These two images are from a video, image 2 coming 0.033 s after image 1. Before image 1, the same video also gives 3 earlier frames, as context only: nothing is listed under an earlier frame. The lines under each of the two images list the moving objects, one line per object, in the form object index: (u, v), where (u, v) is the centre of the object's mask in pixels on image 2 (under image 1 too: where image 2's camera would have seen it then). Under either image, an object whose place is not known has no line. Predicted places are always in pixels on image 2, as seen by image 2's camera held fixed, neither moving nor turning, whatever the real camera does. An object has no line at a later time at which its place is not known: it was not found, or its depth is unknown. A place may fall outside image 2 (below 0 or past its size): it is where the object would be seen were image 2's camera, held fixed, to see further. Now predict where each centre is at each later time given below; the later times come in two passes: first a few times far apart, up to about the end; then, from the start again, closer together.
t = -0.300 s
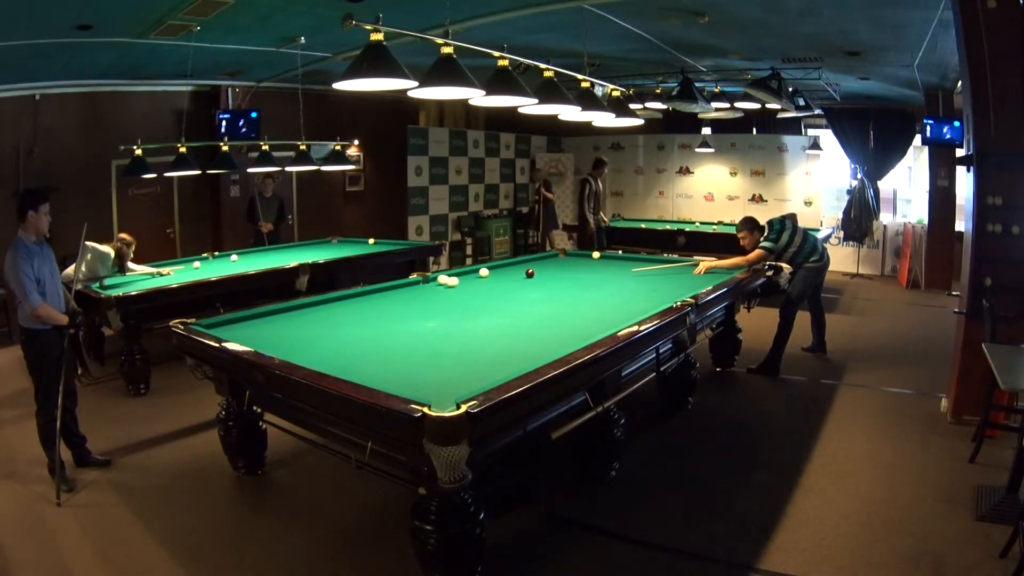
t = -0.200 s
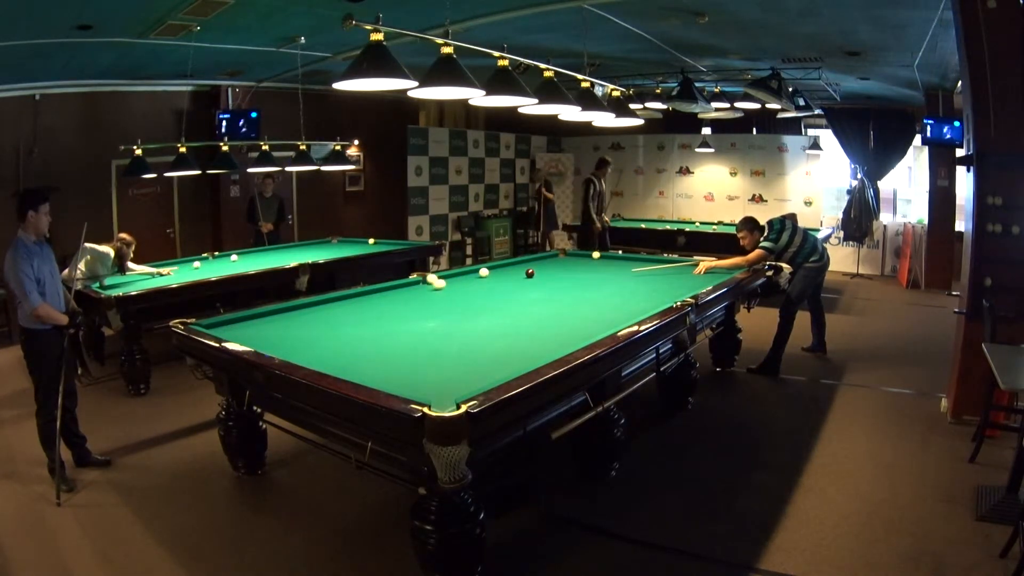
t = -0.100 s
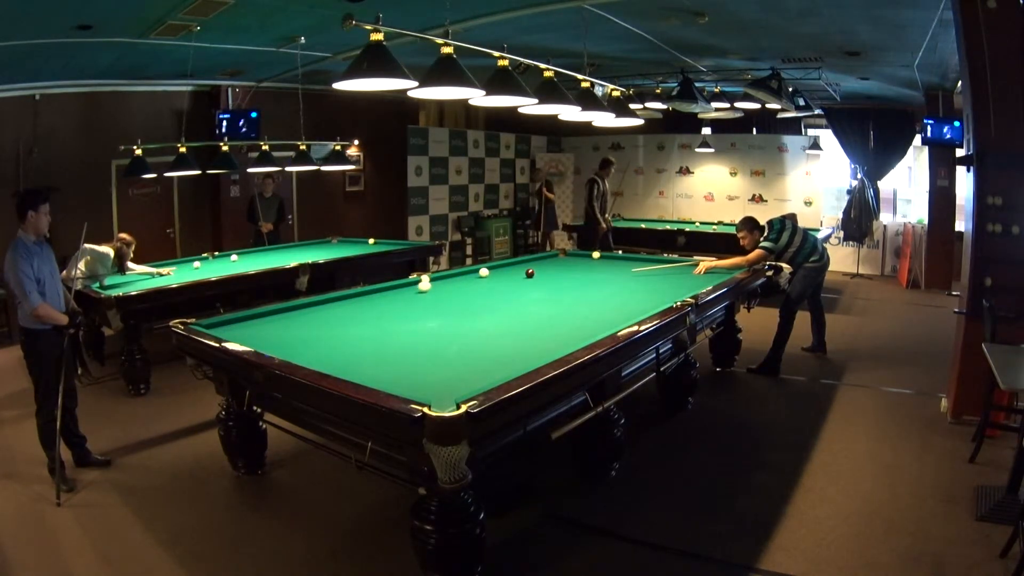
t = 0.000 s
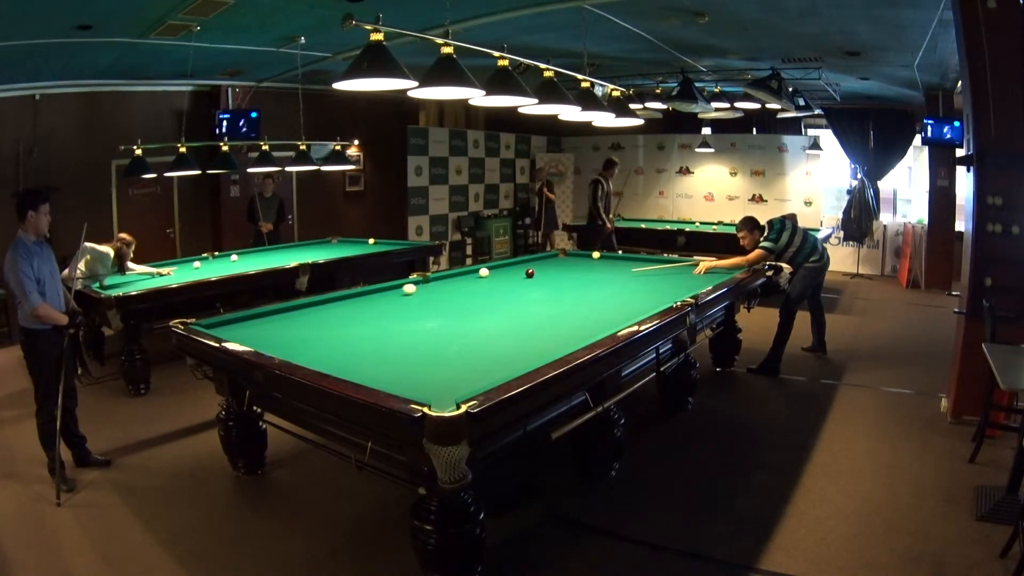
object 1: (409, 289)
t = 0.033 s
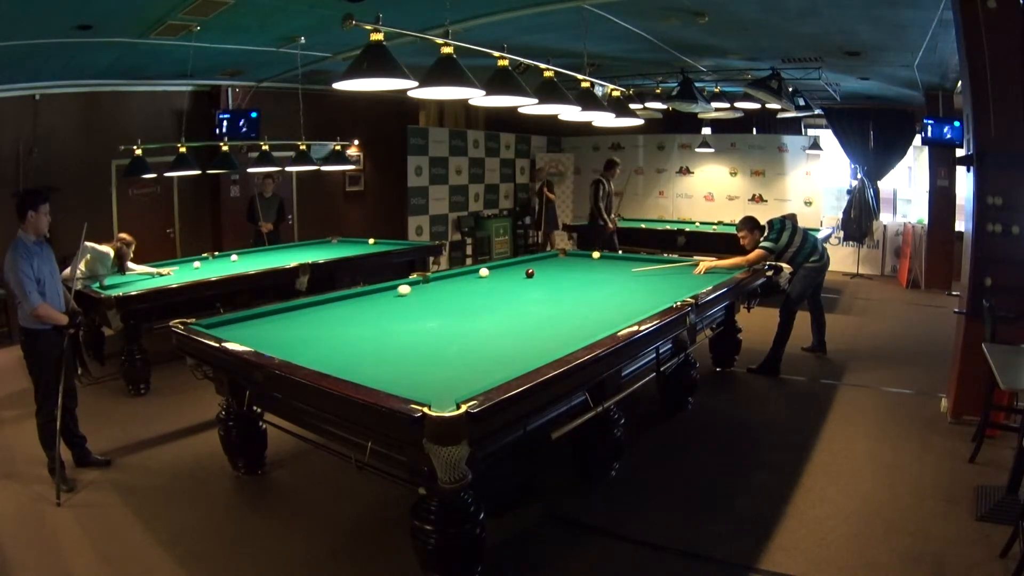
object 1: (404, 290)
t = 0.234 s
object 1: (372, 295)
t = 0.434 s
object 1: (339, 301)
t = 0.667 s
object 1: (299, 308)
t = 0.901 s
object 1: (257, 315)
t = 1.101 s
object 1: (226, 322)
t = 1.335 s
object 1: (214, 325)
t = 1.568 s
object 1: (237, 322)
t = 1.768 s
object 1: (256, 319)
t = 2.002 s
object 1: (276, 315)
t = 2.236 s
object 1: (296, 312)
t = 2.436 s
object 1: (313, 309)
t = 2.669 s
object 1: (330, 306)
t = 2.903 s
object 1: (347, 304)
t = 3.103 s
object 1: (360, 301)
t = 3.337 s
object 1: (375, 299)
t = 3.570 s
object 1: (389, 297)
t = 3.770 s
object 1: (400, 295)
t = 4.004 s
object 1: (413, 293)
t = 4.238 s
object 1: (424, 291)
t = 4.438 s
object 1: (433, 290)
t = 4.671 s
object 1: (443, 288)
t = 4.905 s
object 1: (453, 287)
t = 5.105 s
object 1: (461, 286)
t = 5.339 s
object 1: (468, 284)
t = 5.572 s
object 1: (476, 283)
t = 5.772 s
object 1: (482, 283)
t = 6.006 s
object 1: (489, 281)
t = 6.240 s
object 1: (494, 281)
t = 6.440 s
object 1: (499, 280)
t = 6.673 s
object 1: (504, 279)
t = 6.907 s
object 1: (508, 279)
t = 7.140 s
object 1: (512, 278)
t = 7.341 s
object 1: (515, 278)
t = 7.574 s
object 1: (518, 277)
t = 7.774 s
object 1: (520, 277)
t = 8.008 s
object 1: (522, 277)
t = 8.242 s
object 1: (523, 277)
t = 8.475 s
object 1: (524, 276)
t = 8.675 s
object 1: (525, 276)
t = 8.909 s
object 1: (526, 276)
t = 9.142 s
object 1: (526, 276)
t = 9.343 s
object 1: (526, 276)
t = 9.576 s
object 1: (526, 276)
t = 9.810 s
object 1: (526, 276)
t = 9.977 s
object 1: (526, 276)
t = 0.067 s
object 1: (399, 291)
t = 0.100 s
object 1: (393, 292)
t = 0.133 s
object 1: (388, 293)
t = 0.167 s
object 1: (383, 294)
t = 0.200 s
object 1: (378, 295)
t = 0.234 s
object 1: (372, 295)
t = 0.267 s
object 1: (367, 296)
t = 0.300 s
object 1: (361, 297)
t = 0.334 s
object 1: (356, 298)
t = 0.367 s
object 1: (350, 299)
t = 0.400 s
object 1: (345, 300)
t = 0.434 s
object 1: (339, 301)
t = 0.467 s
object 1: (333, 302)
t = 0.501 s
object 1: (328, 303)
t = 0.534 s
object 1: (322, 304)
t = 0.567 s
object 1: (316, 305)
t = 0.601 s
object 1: (311, 306)
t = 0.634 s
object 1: (305, 307)
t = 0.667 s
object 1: (299, 308)
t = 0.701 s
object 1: (293, 309)
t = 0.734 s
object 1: (287, 310)
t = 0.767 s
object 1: (281, 311)
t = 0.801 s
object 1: (275, 312)
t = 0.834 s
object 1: (269, 313)
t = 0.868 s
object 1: (263, 314)
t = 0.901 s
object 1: (257, 315)
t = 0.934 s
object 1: (251, 316)
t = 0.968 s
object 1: (245, 317)
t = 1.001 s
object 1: (241, 318)
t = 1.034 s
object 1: (236, 320)
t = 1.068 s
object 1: (231, 321)
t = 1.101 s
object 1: (226, 322)
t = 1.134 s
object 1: (221, 323)
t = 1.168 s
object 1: (217, 324)
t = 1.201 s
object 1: (212, 325)
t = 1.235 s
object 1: (207, 325)
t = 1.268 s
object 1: (207, 326)
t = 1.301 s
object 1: (211, 325)
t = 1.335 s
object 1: (214, 325)
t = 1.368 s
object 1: (218, 325)
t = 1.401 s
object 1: (221, 324)
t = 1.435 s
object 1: (224, 324)
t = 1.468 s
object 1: (227, 323)
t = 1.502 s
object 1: (231, 323)
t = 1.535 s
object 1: (234, 322)
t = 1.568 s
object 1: (237, 322)
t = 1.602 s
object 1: (240, 321)
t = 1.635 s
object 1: (243, 321)
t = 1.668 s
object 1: (246, 320)
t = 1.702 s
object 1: (249, 320)
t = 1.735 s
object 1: (253, 319)
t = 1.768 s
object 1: (256, 319)
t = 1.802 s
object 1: (259, 318)
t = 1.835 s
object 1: (262, 318)
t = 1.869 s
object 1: (265, 317)
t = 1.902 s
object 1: (268, 317)
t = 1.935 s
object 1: (271, 316)
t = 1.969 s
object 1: (273, 316)
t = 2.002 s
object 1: (276, 315)
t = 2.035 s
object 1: (280, 315)
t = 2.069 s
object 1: (282, 314)
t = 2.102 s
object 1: (285, 314)
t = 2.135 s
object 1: (288, 313)
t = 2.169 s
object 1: (291, 313)
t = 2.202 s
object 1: (294, 312)
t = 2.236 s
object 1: (296, 312)
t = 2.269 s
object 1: (299, 311)
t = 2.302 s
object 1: (302, 311)
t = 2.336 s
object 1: (304, 311)
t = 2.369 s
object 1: (307, 310)
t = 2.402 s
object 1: (310, 310)
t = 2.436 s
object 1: (313, 309)
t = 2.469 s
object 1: (315, 309)
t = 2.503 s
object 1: (317, 308)
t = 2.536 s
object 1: (320, 308)
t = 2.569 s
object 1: (323, 307)
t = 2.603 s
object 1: (325, 307)
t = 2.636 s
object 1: (328, 307)
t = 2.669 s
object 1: (330, 306)
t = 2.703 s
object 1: (332, 306)
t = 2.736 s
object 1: (335, 306)
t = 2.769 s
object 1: (337, 305)
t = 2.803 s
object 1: (340, 305)
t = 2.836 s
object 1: (342, 304)
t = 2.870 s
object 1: (344, 304)
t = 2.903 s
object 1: (347, 304)
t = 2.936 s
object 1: (349, 304)
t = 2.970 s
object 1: (351, 303)
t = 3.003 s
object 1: (354, 303)
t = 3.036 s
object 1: (356, 302)
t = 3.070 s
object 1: (358, 302)
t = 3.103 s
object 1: (360, 301)
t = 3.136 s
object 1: (362, 301)
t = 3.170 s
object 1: (365, 301)
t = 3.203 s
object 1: (367, 300)
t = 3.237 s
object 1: (369, 300)
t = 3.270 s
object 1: (371, 300)
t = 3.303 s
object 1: (373, 300)
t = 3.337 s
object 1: (375, 299)
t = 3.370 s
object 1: (377, 299)
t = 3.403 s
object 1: (379, 299)
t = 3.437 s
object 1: (381, 298)
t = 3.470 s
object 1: (383, 298)
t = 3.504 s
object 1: (385, 298)
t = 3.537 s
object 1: (387, 297)
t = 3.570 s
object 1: (389, 297)
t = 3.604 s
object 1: (391, 297)
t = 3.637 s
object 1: (393, 296)
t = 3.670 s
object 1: (395, 296)
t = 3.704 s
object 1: (397, 296)
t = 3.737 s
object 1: (399, 295)
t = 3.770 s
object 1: (400, 295)
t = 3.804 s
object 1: (402, 295)
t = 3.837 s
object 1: (404, 294)
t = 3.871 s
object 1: (406, 294)
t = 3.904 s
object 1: (408, 294)
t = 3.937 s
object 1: (409, 294)
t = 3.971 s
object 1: (411, 293)
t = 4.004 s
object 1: (413, 293)
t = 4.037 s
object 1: (414, 293)
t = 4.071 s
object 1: (416, 293)
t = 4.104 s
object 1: (418, 292)
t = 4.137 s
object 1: (419, 292)
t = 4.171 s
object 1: (421, 292)
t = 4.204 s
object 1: (423, 292)
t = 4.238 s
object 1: (424, 291)
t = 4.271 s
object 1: (426, 291)
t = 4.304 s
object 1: (427, 291)
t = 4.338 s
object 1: (429, 290)
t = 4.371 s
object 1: (430, 290)
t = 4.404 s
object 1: (432, 290)
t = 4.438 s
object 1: (433, 290)
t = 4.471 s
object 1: (435, 290)
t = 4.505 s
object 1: (436, 289)
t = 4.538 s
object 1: (437, 289)
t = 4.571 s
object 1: (439, 289)
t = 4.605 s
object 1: (441, 289)
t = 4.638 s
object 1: (442, 289)
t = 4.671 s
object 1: (443, 288)
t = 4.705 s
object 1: (445, 288)
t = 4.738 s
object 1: (446, 288)
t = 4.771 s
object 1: (448, 288)
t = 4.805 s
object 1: (449, 287)
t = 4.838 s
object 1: (450, 287)
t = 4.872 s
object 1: (452, 287)
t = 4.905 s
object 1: (453, 287)
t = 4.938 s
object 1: (454, 287)
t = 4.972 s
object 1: (455, 286)
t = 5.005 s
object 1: (456, 286)
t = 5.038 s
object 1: (458, 286)
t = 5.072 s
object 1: (459, 286)
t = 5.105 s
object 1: (461, 286)
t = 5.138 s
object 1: (462, 285)
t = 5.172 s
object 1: (463, 285)
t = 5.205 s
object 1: (464, 285)
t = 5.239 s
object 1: (465, 285)
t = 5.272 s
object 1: (466, 285)
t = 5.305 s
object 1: (467, 284)
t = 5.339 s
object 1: (468, 284)
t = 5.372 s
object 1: (470, 284)
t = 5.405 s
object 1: (471, 284)
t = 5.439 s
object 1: (472, 284)
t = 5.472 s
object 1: (473, 284)
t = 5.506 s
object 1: (474, 284)
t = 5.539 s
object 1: (475, 284)
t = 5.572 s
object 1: (476, 283)
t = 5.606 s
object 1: (477, 283)
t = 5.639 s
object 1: (478, 283)
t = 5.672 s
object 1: (479, 283)
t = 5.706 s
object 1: (480, 283)
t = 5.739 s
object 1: (481, 283)
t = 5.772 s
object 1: (482, 283)
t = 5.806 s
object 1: (483, 282)
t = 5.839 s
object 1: (484, 282)
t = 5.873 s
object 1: (485, 282)
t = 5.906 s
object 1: (486, 282)
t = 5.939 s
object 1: (487, 282)
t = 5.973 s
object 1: (488, 282)
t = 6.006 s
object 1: (489, 281)
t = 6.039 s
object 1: (489, 281)
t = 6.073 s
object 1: (490, 281)
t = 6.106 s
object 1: (491, 281)
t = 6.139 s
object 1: (492, 281)
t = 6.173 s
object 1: (493, 281)
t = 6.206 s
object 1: (494, 281)
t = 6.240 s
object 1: (494, 281)
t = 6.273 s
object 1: (495, 280)
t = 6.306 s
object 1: (496, 280)
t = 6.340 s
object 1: (497, 280)
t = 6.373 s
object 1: (497, 280)
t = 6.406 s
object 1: (498, 280)
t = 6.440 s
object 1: (499, 280)
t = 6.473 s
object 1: (500, 280)
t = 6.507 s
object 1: (501, 280)
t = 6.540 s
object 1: (501, 280)
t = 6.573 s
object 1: (502, 280)
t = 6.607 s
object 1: (503, 280)
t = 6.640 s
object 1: (503, 280)
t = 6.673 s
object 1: (504, 279)
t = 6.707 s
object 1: (504, 279)
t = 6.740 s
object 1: (505, 279)
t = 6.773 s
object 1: (506, 279)
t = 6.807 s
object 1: (506, 279)
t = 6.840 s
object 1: (507, 279)
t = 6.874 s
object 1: (508, 279)
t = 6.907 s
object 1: (508, 279)
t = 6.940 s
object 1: (509, 279)
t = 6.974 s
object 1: (509, 279)
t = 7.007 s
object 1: (510, 279)
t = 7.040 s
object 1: (511, 278)
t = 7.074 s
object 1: (511, 278)
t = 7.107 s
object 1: (512, 278)
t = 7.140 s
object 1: (512, 278)
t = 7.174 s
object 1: (513, 278)
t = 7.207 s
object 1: (513, 278)
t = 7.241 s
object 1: (514, 278)
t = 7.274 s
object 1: (514, 278)
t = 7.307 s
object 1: (515, 278)
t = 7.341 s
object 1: (515, 278)
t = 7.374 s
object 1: (515, 278)
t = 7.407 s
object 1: (516, 278)
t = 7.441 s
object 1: (516, 278)
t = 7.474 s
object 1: (517, 278)
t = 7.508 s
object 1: (517, 278)
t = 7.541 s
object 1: (517, 277)
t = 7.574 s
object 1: (518, 277)
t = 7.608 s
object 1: (518, 277)
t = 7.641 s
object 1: (518, 277)
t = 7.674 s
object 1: (519, 277)
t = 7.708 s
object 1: (519, 277)
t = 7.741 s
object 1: (519, 277)
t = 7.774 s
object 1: (520, 277)
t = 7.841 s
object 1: (520, 277)
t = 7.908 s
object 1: (521, 277)
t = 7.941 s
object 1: (521, 277)
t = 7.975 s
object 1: (521, 277)
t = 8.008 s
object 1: (522, 277)
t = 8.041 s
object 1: (522, 277)
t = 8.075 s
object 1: (522, 277)
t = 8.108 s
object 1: (522, 277)
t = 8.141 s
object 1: (523, 277)
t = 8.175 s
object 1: (523, 277)
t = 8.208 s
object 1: (523, 277)
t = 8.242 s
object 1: (523, 277)
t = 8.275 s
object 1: (523, 277)
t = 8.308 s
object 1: (524, 276)
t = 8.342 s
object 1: (524, 277)
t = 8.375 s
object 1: (524, 277)
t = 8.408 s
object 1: (524, 277)
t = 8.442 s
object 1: (524, 277)
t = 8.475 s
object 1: (524, 276)
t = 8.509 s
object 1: (525, 276)
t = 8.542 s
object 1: (525, 276)
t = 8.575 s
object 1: (525, 276)
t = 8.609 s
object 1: (525, 276)
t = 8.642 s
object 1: (525, 276)
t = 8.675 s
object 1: (525, 276)
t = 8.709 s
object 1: (525, 276)
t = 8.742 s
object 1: (525, 276)
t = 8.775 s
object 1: (526, 276)
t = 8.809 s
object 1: (525, 276)
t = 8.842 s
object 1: (526, 276)
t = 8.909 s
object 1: (526, 276)
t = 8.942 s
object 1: (526, 276)
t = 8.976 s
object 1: (526, 276)
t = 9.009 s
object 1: (526, 276)
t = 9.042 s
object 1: (526, 276)
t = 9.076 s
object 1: (526, 276)
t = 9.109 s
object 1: (526, 276)
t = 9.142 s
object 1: (526, 276)
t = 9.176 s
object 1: (526, 276)
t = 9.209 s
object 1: (526, 276)
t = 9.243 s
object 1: (526, 276)
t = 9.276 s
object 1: (526, 276)
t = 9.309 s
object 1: (526, 276)
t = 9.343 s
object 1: (526, 276)
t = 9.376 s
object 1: (526, 276)
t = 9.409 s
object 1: (526, 276)
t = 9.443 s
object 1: (526, 276)
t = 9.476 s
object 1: (526, 276)
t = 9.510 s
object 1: (526, 276)
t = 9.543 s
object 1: (526, 276)
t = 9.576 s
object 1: (526, 276)
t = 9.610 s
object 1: (526, 276)
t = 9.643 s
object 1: (526, 276)
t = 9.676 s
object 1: (526, 276)
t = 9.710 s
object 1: (526, 276)
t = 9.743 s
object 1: (526, 276)
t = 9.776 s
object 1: (526, 276)
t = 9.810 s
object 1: (526, 276)
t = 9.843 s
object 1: (526, 276)
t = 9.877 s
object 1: (526, 276)
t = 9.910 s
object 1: (526, 276)
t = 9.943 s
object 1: (526, 276)
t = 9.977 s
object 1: (526, 276)
